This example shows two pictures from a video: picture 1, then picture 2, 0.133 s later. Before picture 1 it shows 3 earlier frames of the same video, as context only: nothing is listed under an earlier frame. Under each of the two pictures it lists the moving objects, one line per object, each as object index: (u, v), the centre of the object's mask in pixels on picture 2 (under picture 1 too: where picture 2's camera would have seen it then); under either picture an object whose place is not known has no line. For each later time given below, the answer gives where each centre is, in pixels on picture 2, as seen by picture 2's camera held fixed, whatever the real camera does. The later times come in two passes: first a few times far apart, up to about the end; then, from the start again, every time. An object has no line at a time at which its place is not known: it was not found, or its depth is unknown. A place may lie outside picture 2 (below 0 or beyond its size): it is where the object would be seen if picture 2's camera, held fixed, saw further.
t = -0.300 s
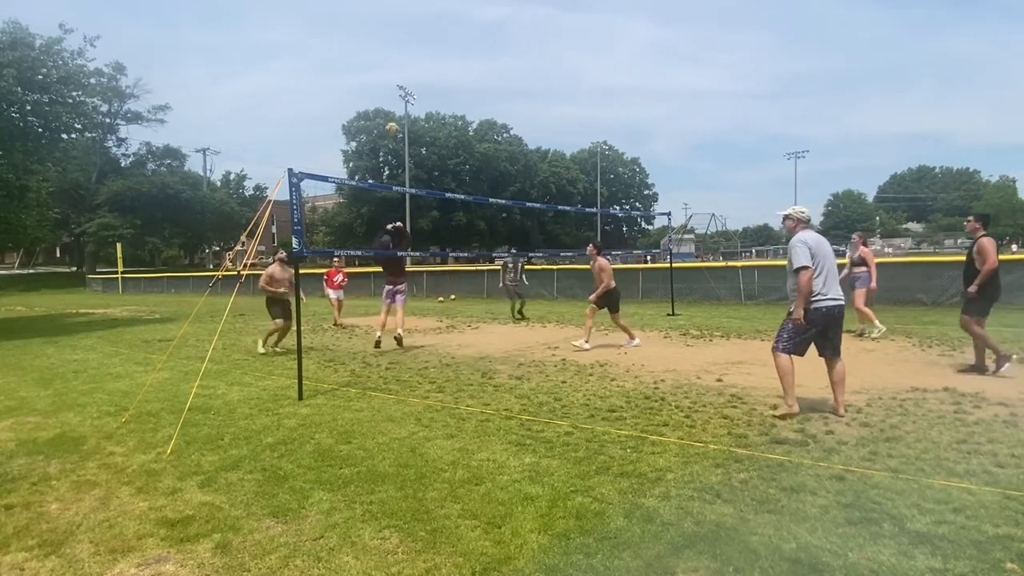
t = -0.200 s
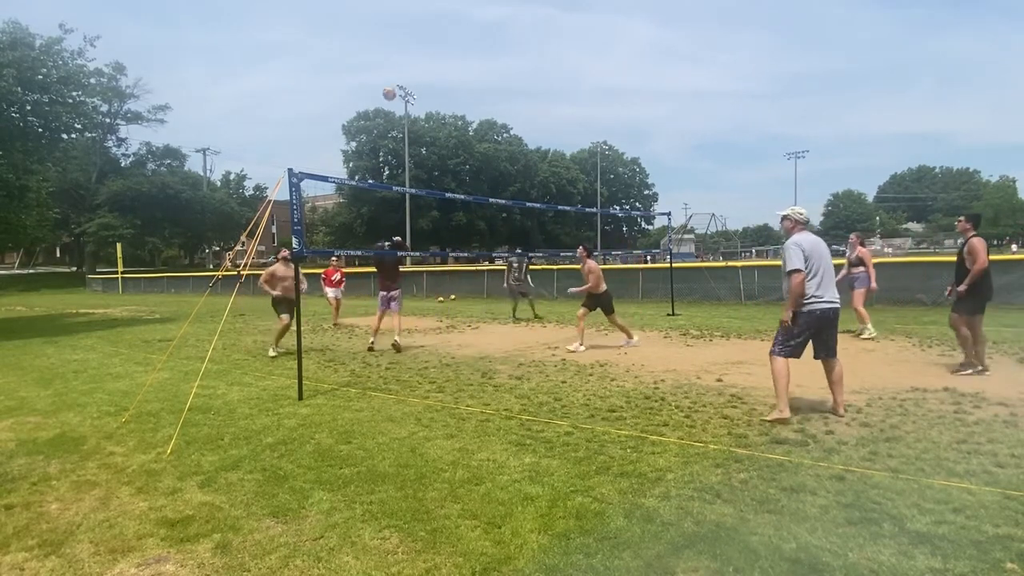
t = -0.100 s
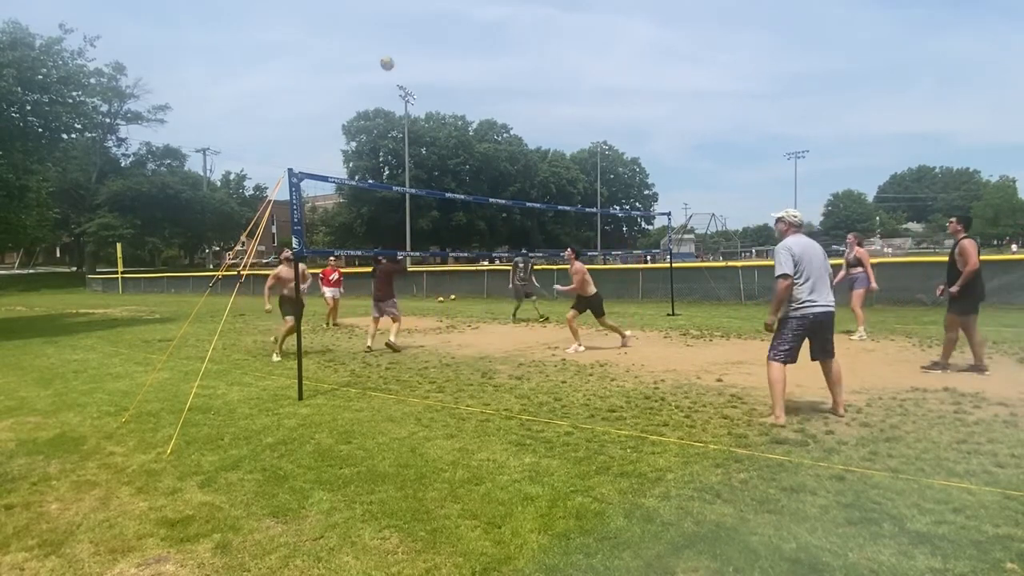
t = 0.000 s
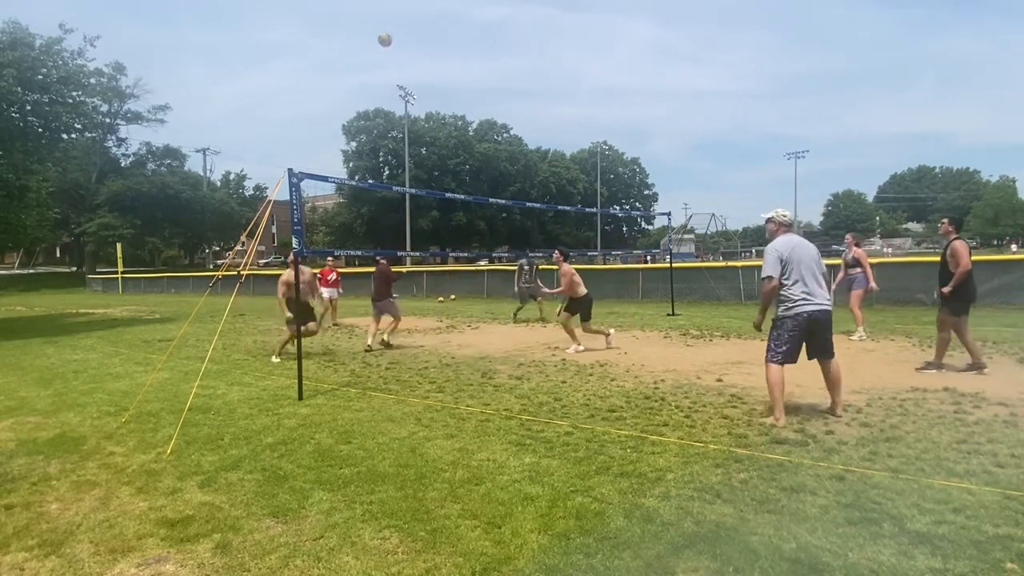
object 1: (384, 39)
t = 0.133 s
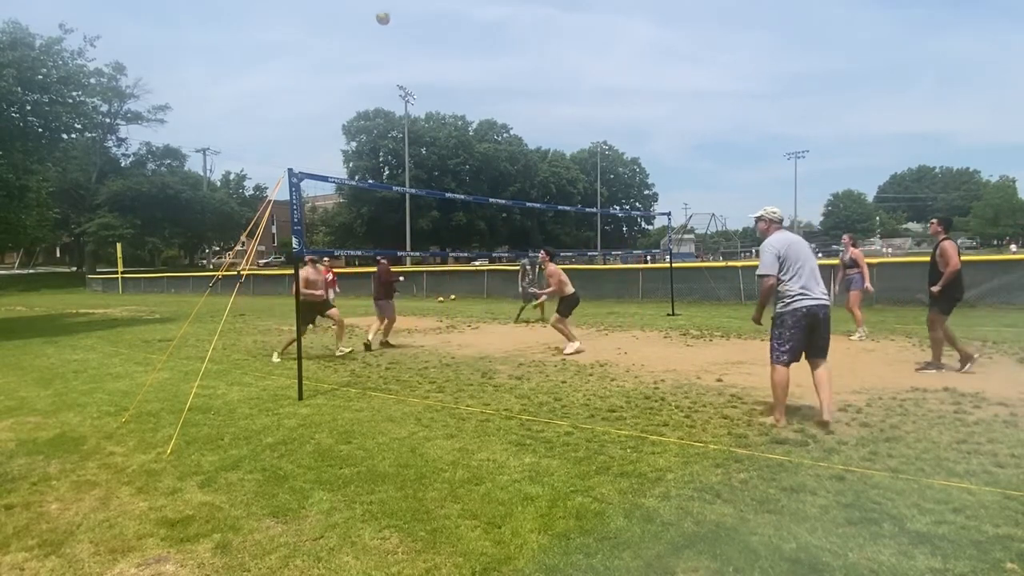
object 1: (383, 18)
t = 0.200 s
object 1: (382, 11)
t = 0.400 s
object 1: (380, 8)
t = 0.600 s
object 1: (380, 32)
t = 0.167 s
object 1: (382, 14)
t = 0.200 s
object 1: (382, 11)
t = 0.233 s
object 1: (381, 8)
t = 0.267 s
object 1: (381, 7)
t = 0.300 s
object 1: (381, 6)
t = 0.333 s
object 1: (381, 6)
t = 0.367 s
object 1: (380, 7)
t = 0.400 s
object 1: (380, 8)
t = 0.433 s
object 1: (380, 9)
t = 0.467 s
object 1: (380, 11)
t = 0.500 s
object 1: (380, 16)
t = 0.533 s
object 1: (380, 21)
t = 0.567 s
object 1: (380, 26)
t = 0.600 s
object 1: (380, 32)
